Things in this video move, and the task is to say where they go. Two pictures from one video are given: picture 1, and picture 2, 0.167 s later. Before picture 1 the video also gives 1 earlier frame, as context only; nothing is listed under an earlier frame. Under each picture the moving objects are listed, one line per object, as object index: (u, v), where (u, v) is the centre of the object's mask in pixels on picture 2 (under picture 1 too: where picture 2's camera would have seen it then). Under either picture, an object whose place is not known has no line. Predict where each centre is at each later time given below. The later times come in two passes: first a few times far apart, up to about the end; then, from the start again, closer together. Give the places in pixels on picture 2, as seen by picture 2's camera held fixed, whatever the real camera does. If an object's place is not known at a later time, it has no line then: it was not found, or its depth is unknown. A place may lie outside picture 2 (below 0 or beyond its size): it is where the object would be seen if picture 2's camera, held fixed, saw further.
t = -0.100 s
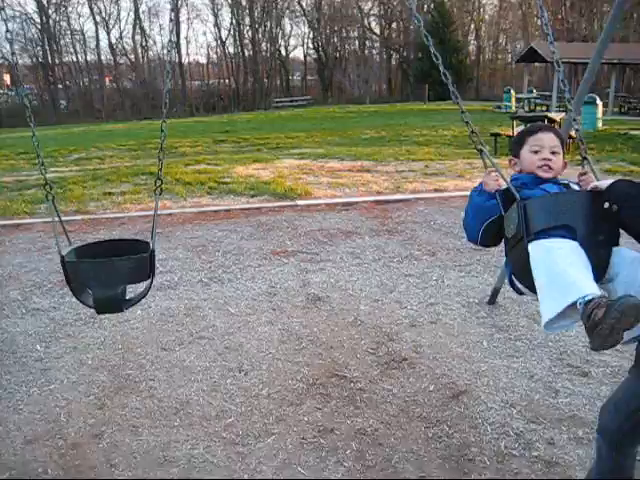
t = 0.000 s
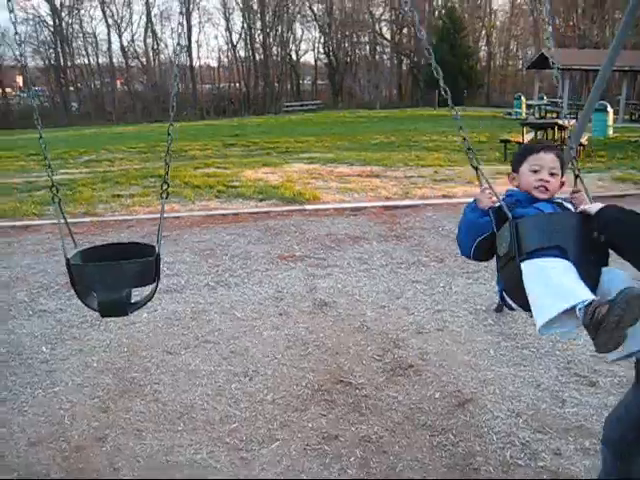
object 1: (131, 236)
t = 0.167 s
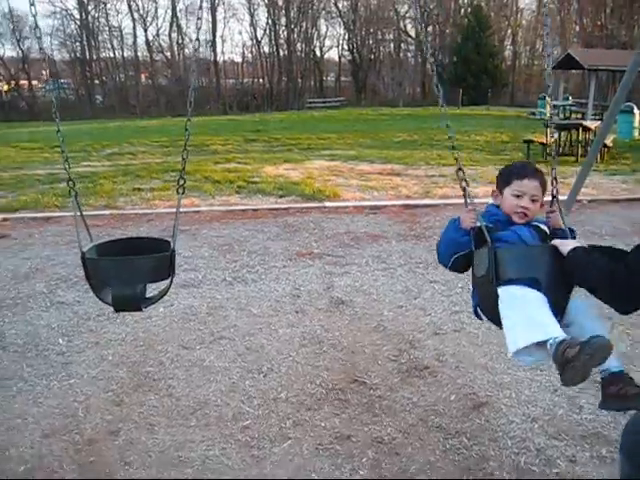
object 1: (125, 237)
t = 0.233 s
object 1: (130, 237)
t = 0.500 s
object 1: (120, 238)
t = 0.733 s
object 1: (119, 239)
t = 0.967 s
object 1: (121, 238)
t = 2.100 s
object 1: (134, 235)
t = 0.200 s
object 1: (125, 237)
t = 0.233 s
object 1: (130, 237)
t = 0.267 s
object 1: (125, 237)
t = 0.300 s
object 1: (128, 237)
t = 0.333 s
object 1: (129, 237)
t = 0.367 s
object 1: (127, 237)
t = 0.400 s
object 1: (127, 237)
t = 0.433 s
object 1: (127, 237)
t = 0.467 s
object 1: (127, 237)
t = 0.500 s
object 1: (120, 238)
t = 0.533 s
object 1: (126, 238)
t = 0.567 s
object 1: (120, 238)
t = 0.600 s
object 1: (120, 238)
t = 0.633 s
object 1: (129, 237)
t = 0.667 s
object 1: (122, 238)
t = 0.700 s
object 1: (118, 238)
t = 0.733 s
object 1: (119, 239)
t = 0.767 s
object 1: (125, 238)
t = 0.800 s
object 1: (126, 238)
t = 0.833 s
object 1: (125, 238)
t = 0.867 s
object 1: (122, 238)
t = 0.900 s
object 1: (124, 238)
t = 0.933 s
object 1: (118, 238)
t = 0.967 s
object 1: (121, 238)
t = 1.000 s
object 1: (121, 238)
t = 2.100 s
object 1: (134, 235)
